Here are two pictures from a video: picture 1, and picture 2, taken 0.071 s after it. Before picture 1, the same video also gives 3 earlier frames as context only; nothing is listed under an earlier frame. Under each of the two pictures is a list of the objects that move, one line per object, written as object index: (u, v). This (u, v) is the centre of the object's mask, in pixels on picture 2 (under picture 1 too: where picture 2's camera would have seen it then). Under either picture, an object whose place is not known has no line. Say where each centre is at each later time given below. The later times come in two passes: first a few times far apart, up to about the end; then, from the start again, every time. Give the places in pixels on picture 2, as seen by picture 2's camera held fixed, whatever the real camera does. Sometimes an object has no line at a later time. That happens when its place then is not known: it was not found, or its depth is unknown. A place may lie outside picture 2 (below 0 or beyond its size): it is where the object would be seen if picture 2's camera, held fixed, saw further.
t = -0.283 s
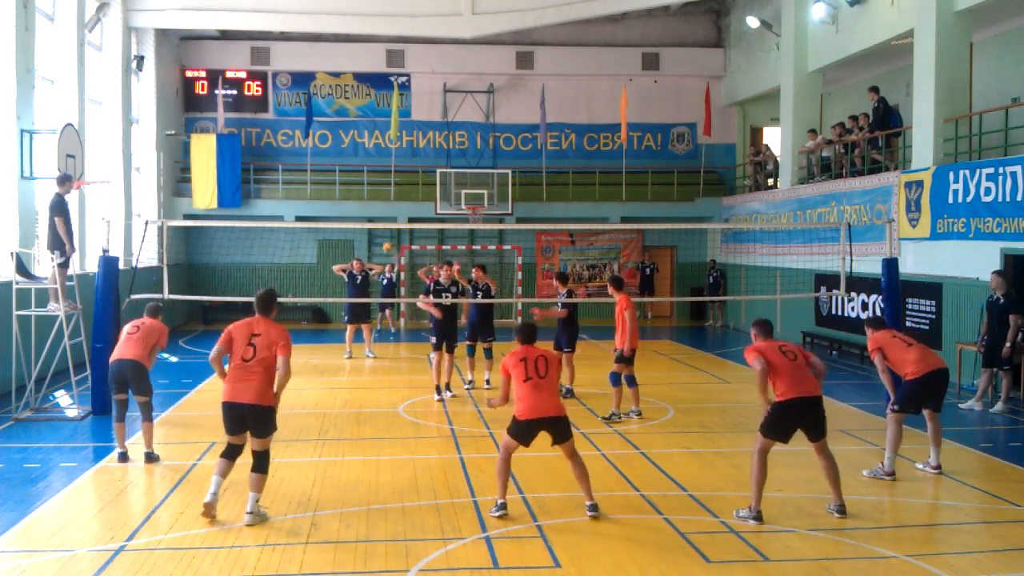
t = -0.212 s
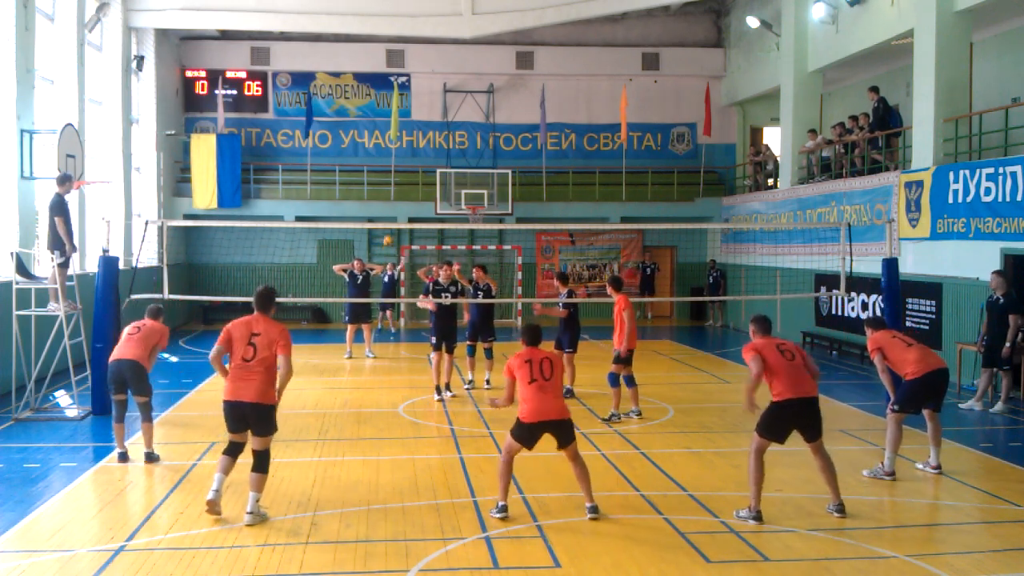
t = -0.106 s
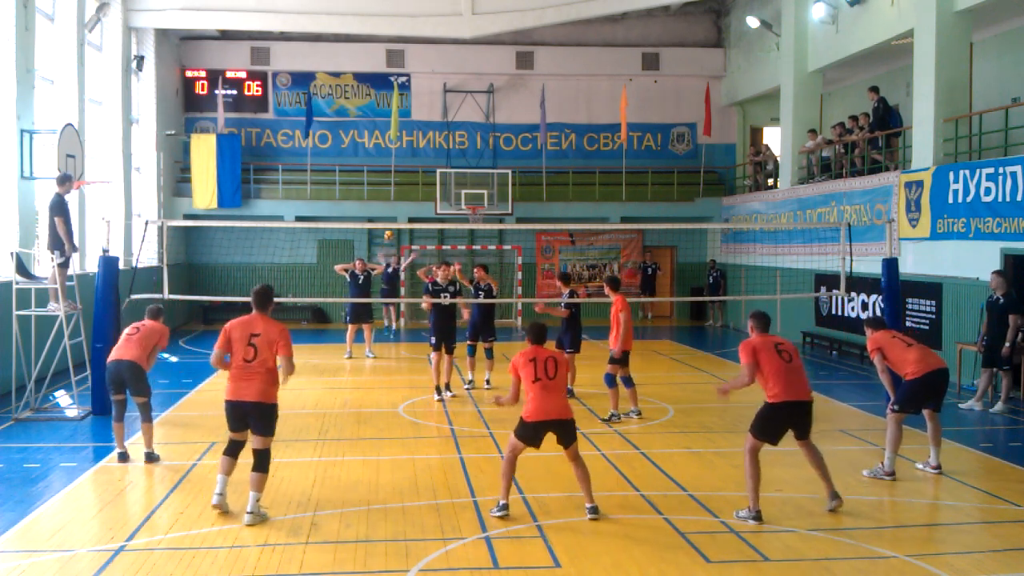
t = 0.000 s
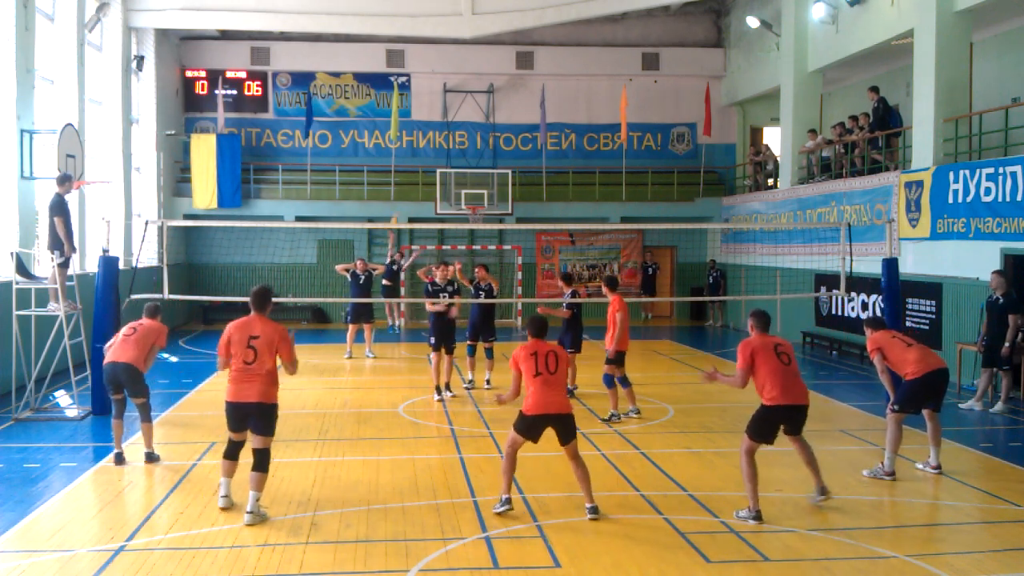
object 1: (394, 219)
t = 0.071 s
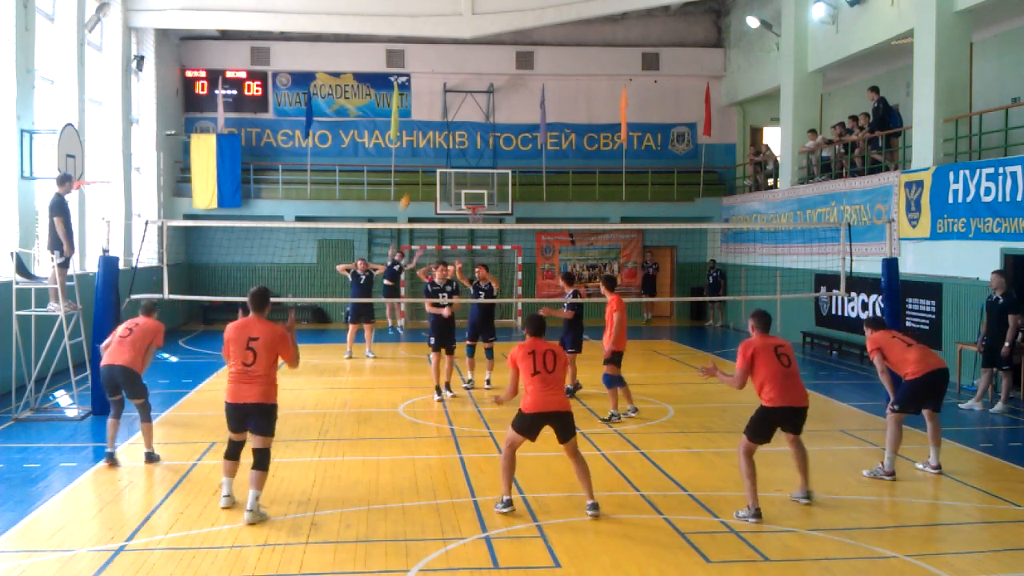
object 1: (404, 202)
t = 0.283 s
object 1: (433, 148)
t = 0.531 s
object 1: (474, 96)
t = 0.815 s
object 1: (532, 81)
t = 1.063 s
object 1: (605, 141)
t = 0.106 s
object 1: (409, 193)
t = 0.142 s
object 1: (414, 184)
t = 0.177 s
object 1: (419, 175)
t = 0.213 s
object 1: (423, 165)
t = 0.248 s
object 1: (428, 157)
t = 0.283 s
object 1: (433, 148)
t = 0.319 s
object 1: (439, 139)
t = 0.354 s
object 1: (443, 131)
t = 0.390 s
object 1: (449, 123)
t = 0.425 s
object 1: (455, 115)
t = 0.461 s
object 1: (461, 109)
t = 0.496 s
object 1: (467, 101)
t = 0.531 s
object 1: (474, 96)
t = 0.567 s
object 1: (480, 90)
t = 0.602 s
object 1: (486, 86)
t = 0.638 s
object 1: (492, 83)
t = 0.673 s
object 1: (500, 81)
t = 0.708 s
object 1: (507, 80)
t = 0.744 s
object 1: (516, 79)
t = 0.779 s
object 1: (524, 79)
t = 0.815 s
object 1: (532, 81)
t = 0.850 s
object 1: (543, 84)
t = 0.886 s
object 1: (553, 89)
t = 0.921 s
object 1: (562, 95)
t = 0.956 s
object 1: (572, 103)
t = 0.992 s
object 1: (582, 114)
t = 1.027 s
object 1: (593, 126)
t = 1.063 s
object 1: (605, 141)
